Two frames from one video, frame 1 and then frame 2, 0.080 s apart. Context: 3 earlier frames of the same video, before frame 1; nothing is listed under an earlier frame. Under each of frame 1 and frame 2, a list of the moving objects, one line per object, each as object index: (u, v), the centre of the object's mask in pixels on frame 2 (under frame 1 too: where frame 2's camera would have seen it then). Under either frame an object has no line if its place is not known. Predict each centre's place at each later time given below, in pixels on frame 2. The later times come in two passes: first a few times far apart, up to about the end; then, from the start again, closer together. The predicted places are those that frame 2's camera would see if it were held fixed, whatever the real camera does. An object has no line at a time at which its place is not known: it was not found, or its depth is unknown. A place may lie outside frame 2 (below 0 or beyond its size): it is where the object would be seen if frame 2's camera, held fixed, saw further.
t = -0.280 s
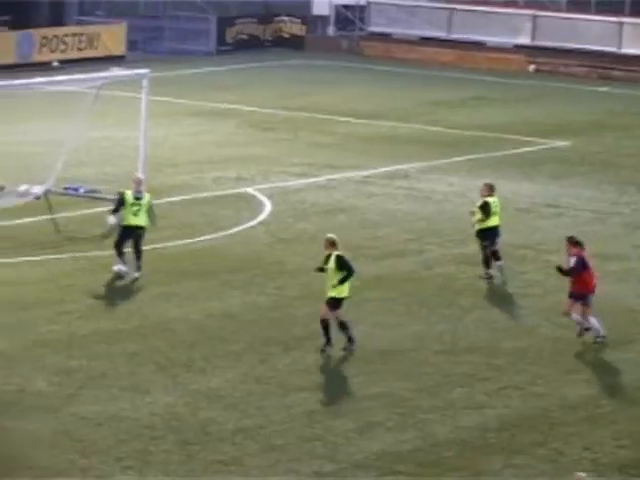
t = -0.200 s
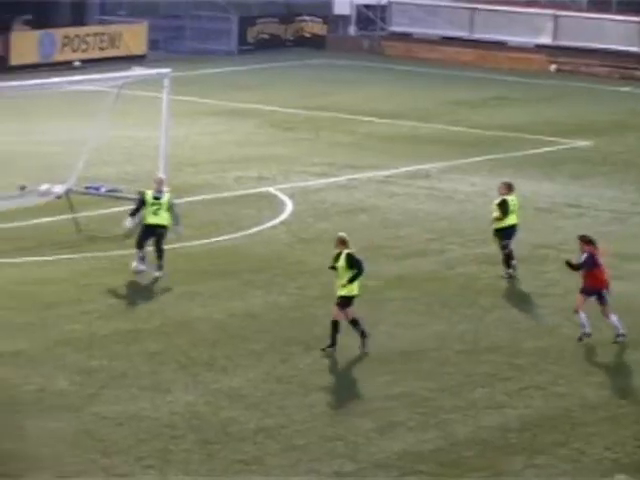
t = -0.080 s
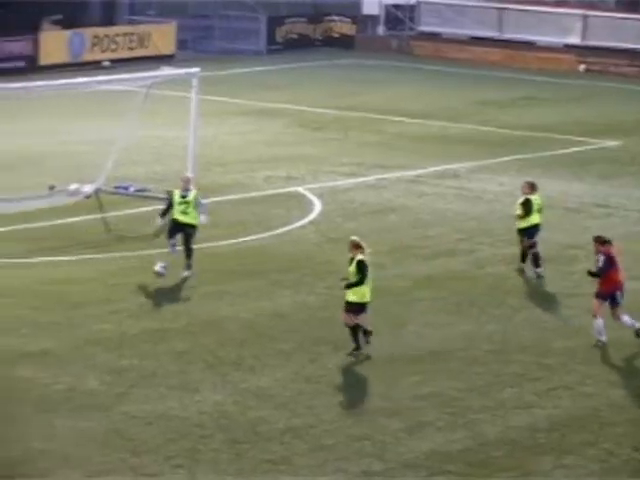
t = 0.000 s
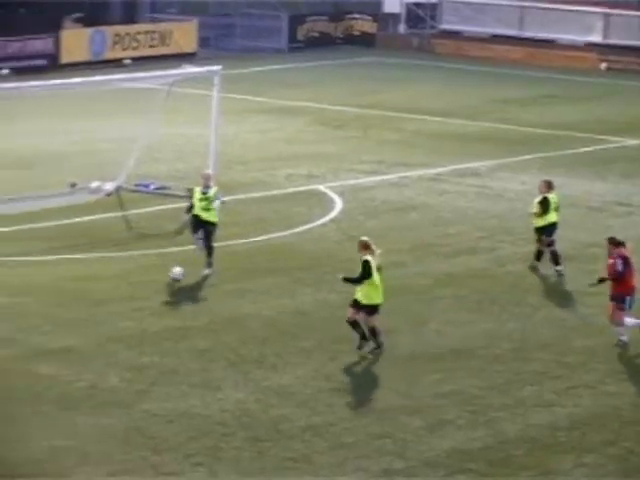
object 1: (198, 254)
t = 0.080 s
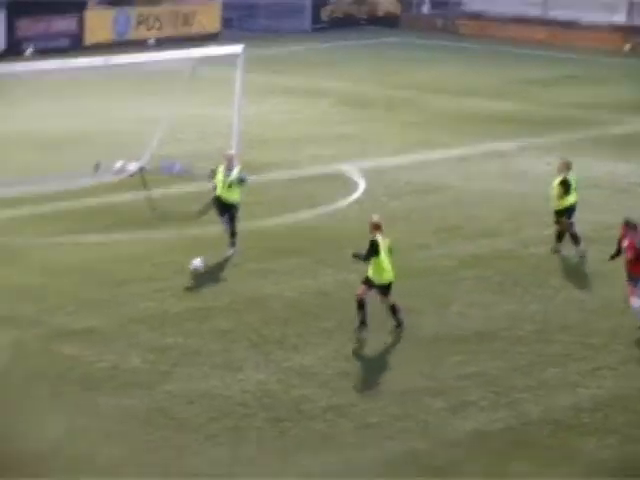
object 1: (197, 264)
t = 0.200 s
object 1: (193, 282)
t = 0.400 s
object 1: (182, 297)
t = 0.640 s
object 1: (171, 315)
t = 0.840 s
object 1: (164, 331)
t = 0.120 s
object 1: (196, 272)
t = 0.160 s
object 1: (194, 281)
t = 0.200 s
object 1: (193, 282)
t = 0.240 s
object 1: (191, 284)
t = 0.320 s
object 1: (186, 287)
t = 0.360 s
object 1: (184, 292)
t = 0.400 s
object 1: (182, 297)
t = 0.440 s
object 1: (180, 303)
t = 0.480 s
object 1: (178, 308)
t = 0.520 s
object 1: (177, 308)
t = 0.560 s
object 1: (175, 309)
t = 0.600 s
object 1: (173, 311)
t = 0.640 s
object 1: (171, 315)
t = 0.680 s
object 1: (170, 319)
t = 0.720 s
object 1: (168, 326)
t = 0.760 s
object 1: (167, 329)
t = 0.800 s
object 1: (165, 330)
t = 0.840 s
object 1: (164, 331)
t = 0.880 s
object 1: (163, 334)
